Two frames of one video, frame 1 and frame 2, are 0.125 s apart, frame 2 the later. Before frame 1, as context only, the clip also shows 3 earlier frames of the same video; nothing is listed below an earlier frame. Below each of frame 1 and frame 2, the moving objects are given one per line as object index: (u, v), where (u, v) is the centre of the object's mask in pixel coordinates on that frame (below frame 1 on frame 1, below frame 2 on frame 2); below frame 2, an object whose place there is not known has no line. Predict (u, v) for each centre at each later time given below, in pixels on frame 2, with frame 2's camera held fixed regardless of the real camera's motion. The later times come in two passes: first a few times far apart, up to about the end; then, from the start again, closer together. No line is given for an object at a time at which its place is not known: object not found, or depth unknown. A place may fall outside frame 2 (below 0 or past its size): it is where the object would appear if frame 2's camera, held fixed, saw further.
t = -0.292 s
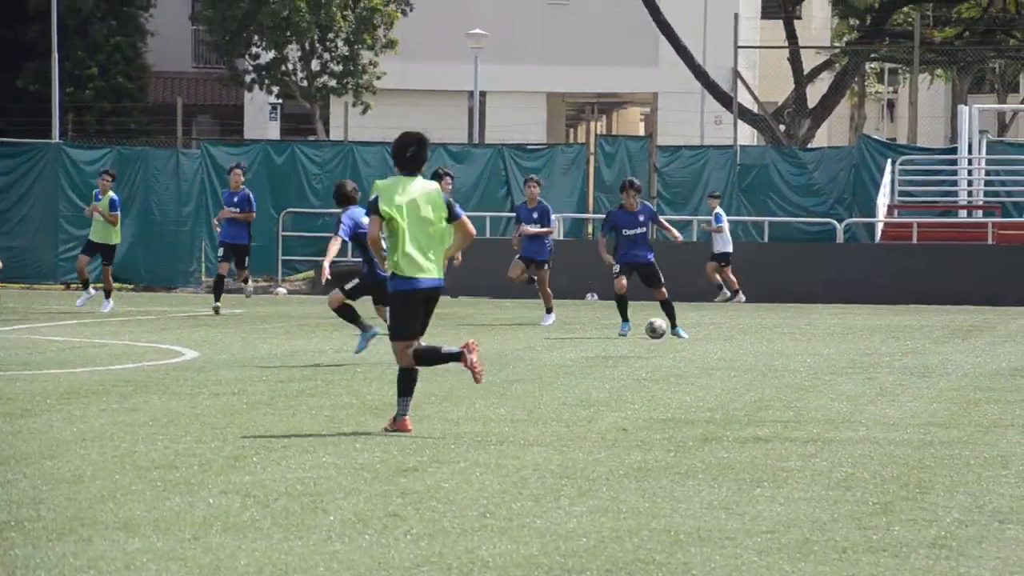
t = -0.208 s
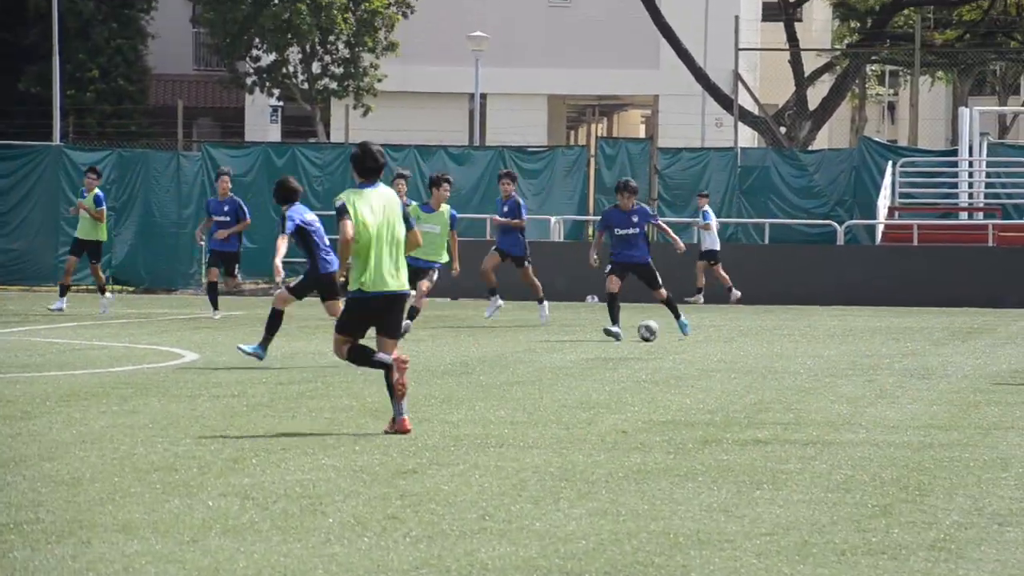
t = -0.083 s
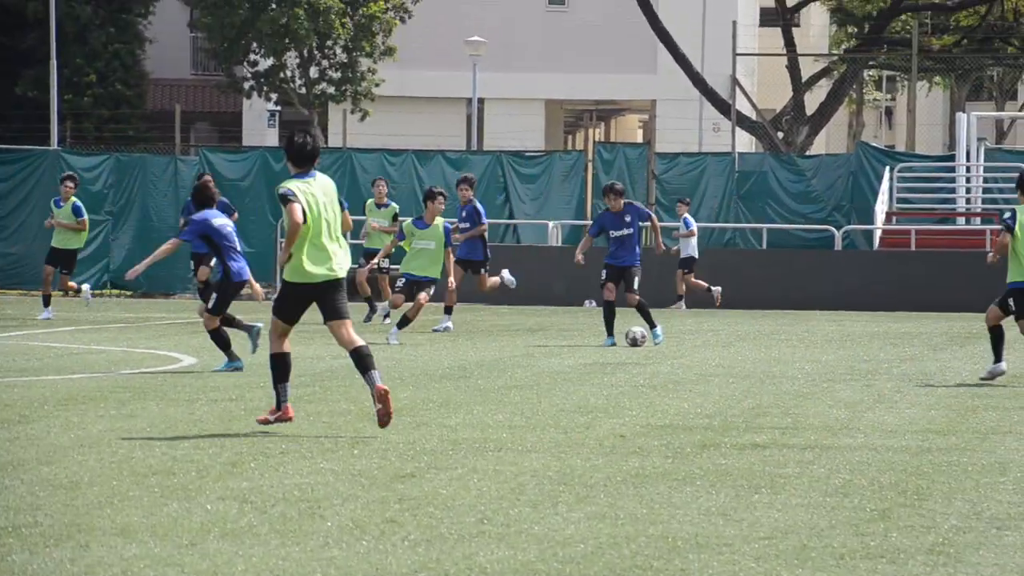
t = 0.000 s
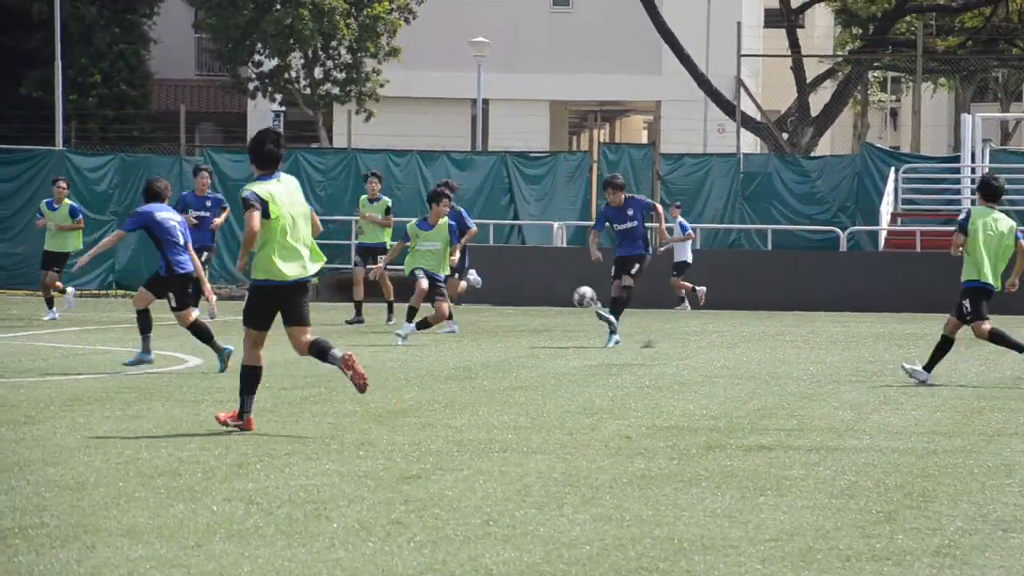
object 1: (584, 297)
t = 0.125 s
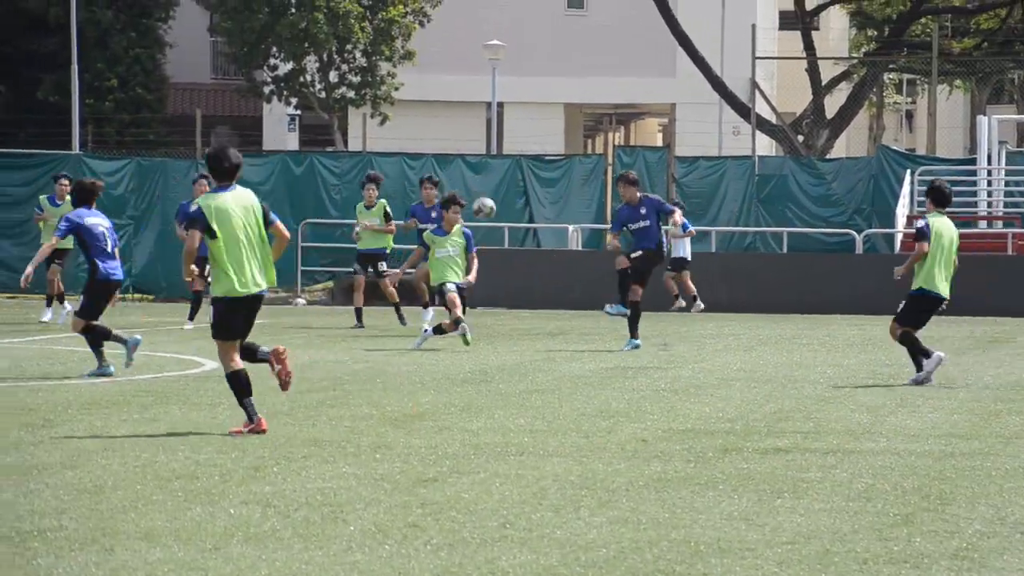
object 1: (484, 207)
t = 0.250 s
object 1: (365, 128)
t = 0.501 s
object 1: (112, 10)
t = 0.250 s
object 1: (365, 128)
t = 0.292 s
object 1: (326, 105)
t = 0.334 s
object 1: (284, 83)
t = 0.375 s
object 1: (242, 63)
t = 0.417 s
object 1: (196, 44)
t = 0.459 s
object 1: (154, 26)
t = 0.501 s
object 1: (112, 10)
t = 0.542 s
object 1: (70, -7)
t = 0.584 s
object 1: (27, -18)
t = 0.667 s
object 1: (-64, -35)
